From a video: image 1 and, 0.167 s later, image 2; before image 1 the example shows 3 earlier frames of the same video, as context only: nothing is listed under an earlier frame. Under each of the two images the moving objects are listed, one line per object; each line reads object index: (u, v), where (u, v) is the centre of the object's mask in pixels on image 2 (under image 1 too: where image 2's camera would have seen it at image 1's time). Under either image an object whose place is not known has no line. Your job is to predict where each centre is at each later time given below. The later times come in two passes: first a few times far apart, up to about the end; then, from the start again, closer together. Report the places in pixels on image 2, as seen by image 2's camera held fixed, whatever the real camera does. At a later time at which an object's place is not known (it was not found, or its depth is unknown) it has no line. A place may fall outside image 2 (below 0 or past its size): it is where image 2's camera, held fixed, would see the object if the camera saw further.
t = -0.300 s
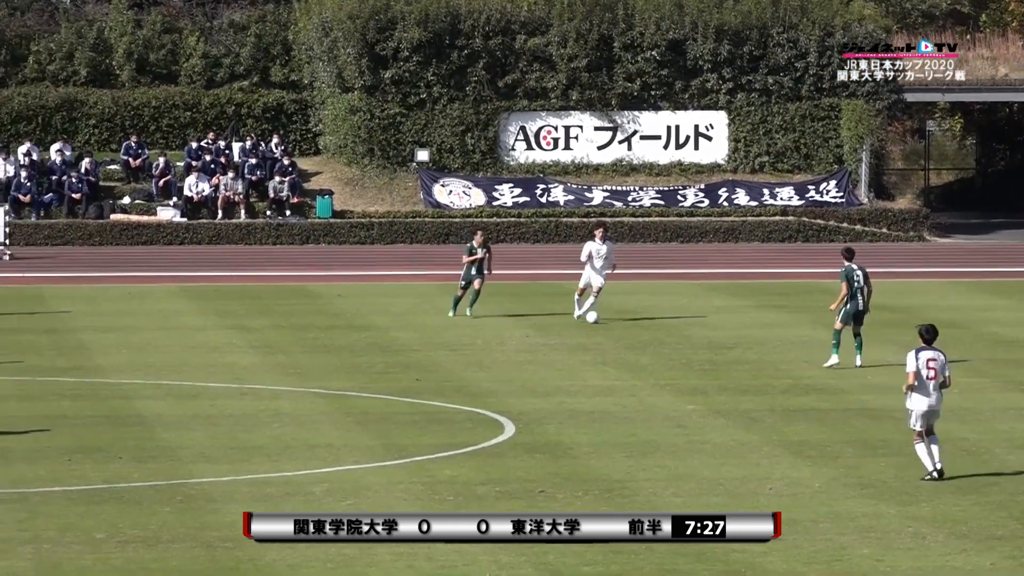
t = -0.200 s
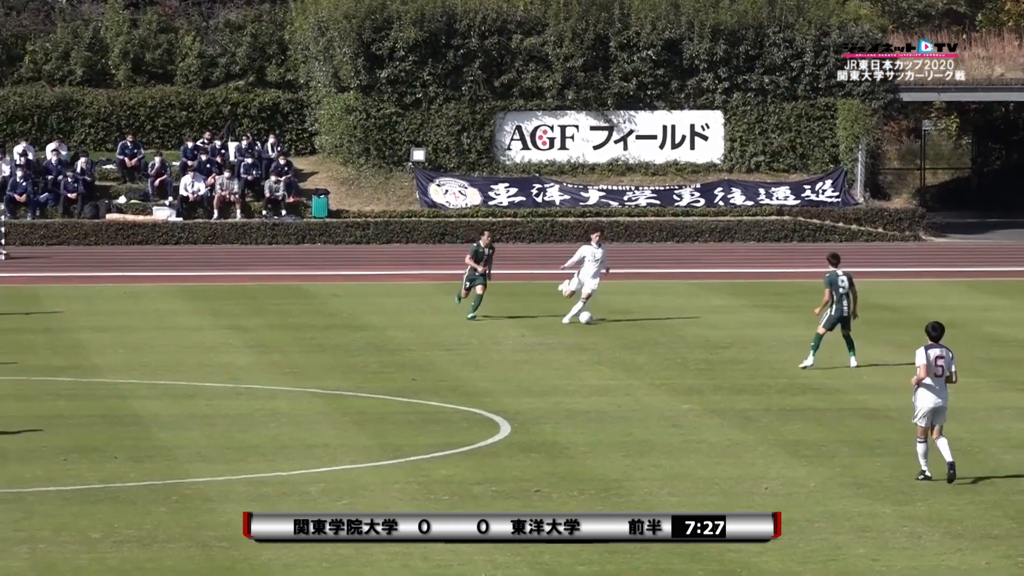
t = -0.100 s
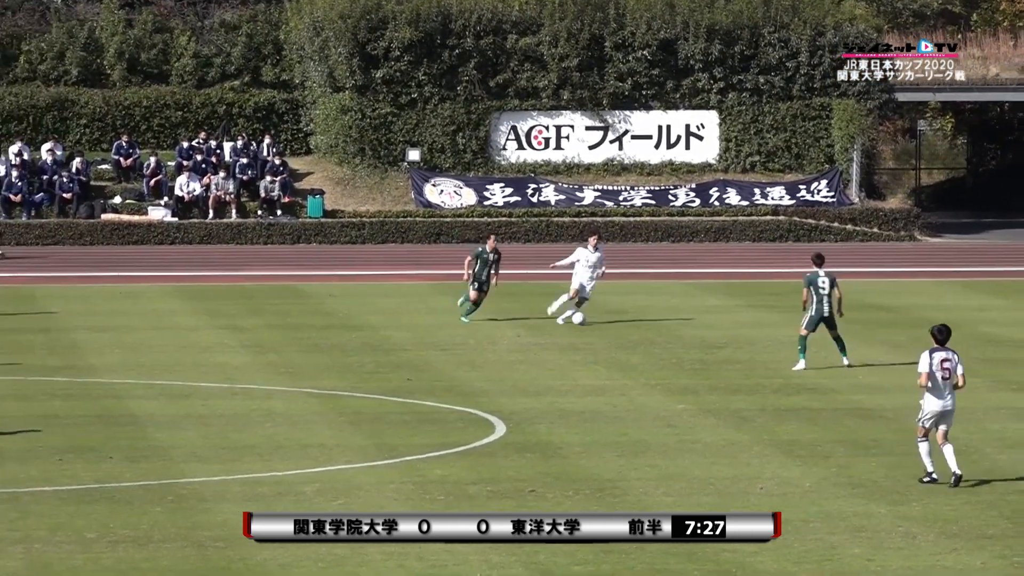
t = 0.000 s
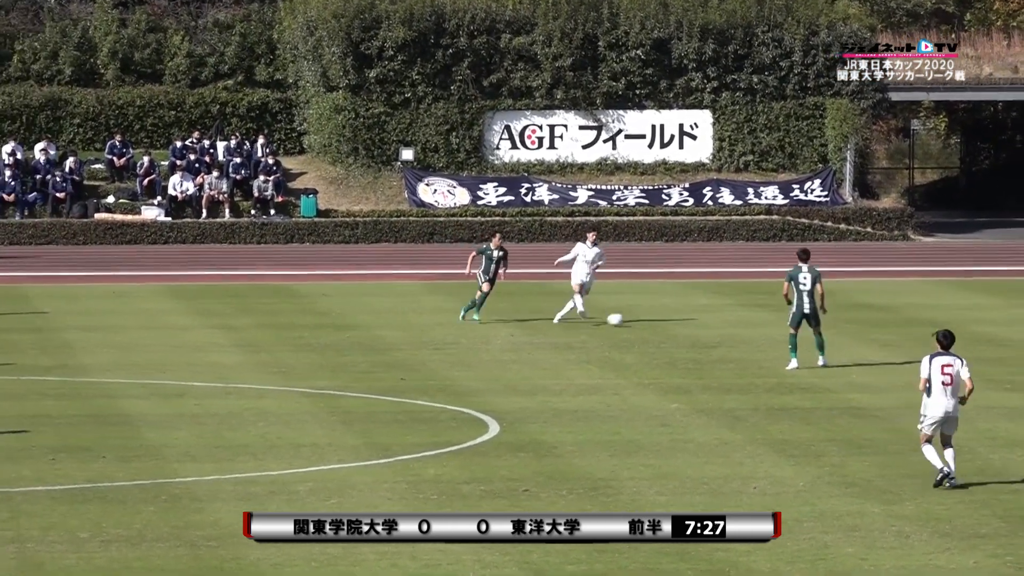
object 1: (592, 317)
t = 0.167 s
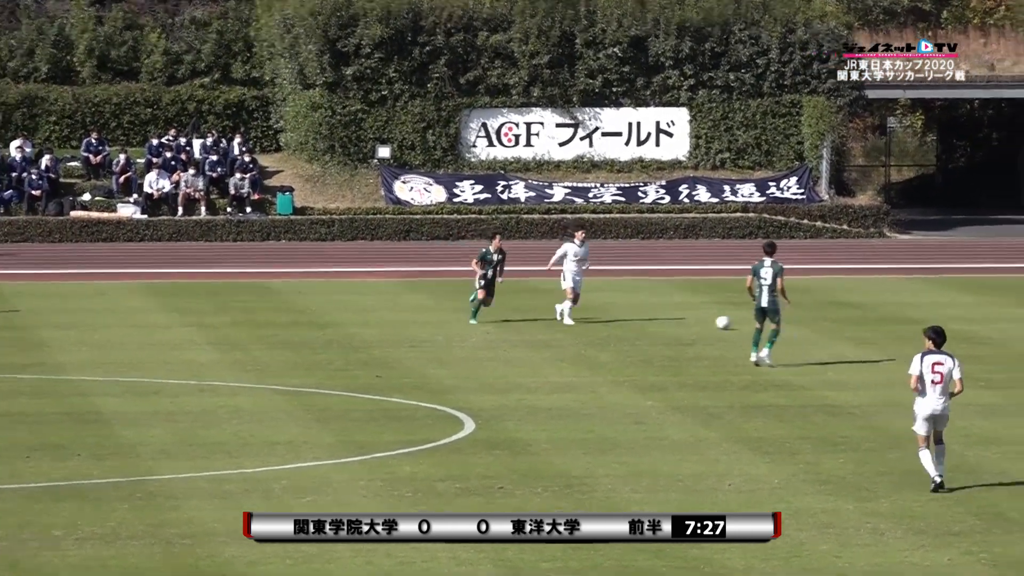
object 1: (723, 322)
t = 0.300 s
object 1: (816, 327)
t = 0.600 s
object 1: (998, 335)
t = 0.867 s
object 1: (1159, 345)
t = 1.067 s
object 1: (1284, 351)
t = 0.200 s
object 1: (745, 322)
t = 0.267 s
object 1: (793, 325)
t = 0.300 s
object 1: (816, 327)
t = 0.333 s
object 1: (838, 327)
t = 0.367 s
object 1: (858, 327)
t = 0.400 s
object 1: (879, 327)
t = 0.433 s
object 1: (900, 328)
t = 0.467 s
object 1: (920, 331)
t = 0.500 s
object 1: (941, 334)
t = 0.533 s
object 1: (961, 335)
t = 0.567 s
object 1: (977, 335)
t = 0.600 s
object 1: (998, 335)
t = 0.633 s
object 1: (1017, 337)
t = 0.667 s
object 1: (1037, 339)
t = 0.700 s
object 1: (1058, 340)
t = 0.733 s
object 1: (1078, 341)
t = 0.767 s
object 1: (1098, 342)
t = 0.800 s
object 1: (1118, 344)
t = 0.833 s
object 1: (1138, 344)
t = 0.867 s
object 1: (1159, 345)
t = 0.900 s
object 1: (1179, 346)
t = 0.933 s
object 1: (1200, 348)
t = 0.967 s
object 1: (1221, 349)
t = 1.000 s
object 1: (1242, 349)
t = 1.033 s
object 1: (1263, 350)
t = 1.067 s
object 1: (1284, 351)
